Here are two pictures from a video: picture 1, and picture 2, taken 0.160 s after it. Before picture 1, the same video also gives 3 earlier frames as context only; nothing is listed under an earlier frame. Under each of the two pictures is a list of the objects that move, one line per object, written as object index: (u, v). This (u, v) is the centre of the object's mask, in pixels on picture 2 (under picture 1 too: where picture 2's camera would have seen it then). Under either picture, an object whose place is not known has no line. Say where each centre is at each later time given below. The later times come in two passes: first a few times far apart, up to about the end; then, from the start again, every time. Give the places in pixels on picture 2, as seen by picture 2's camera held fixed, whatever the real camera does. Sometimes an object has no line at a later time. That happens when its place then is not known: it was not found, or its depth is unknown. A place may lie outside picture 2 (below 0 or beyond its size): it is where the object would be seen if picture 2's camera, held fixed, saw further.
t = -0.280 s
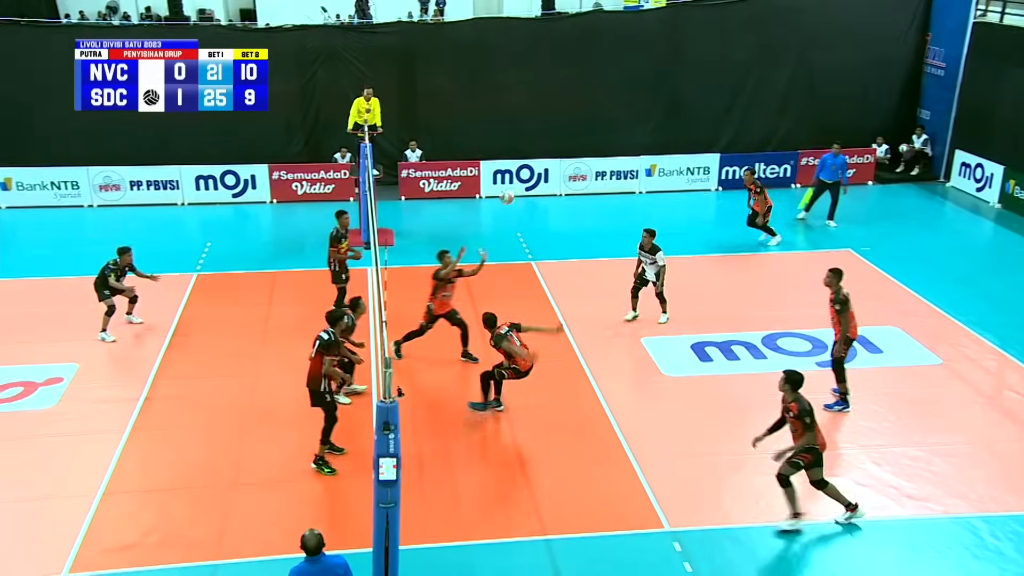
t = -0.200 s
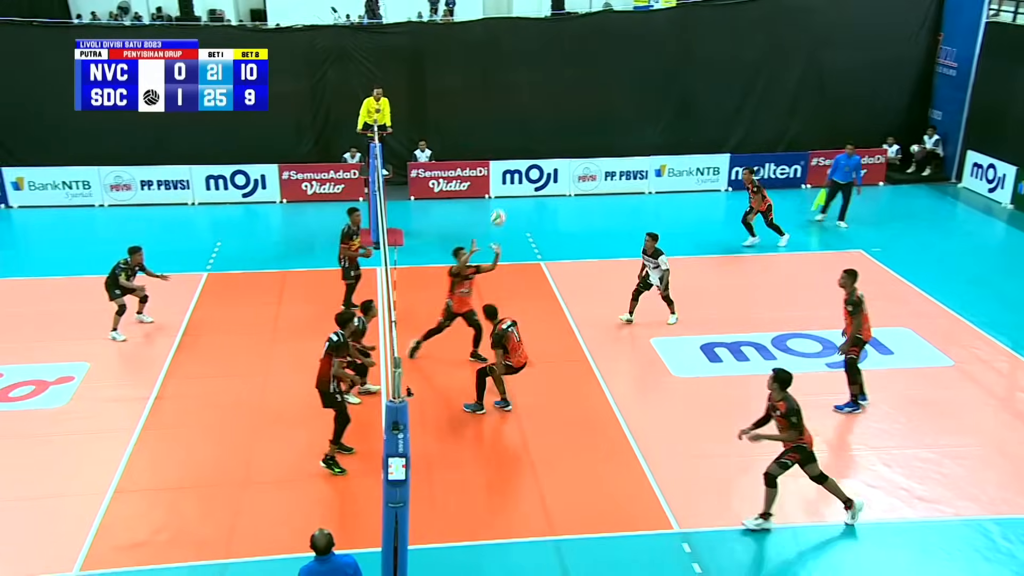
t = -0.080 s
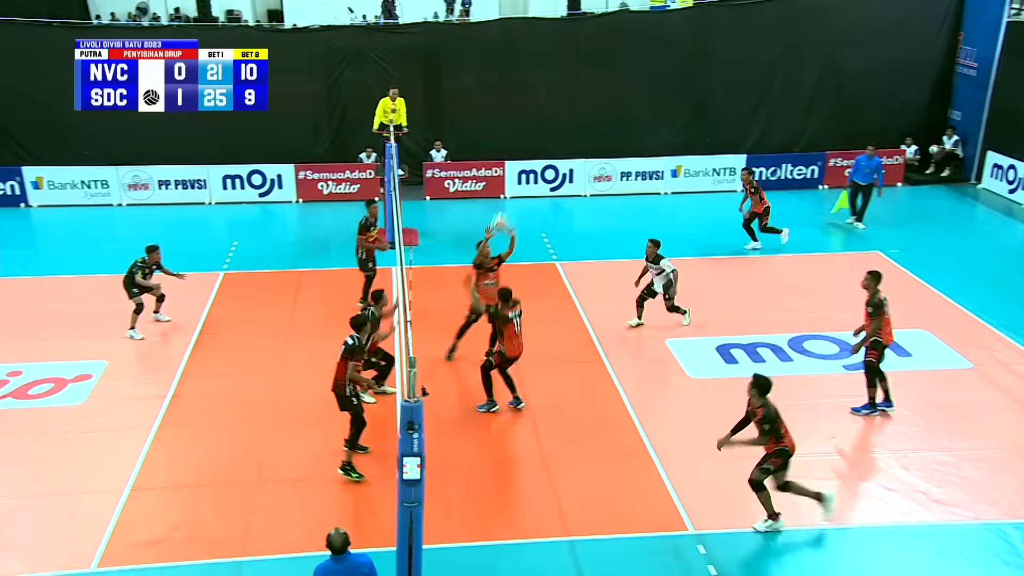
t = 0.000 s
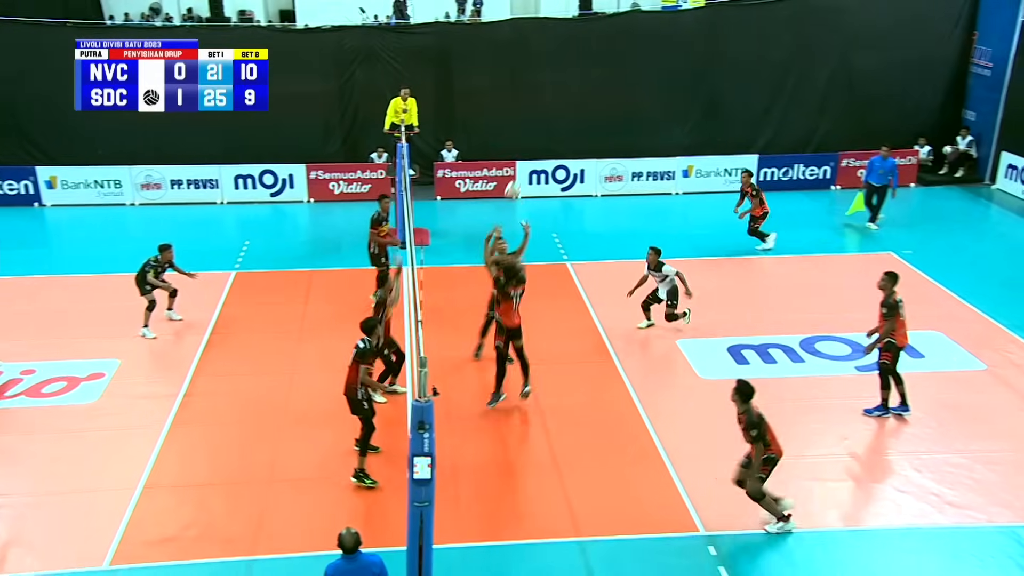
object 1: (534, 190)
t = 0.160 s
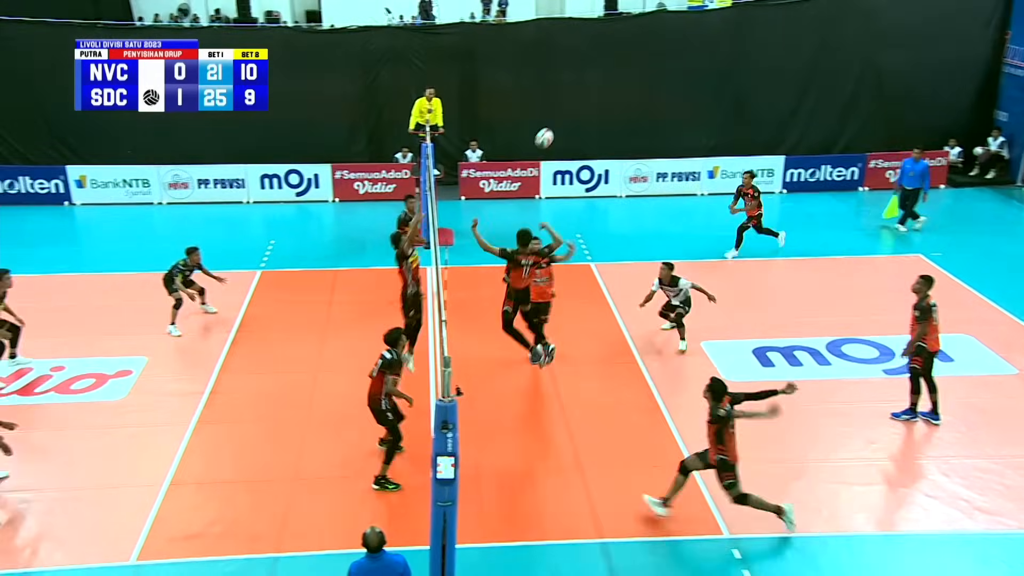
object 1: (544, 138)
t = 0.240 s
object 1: (549, 118)
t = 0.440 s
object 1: (562, 86)
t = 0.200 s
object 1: (547, 127)
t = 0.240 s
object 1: (549, 118)
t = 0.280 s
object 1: (551, 109)
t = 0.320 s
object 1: (554, 102)
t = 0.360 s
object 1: (557, 96)
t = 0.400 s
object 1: (559, 90)
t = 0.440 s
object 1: (562, 86)
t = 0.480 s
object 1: (566, 84)
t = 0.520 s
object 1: (567, 83)
